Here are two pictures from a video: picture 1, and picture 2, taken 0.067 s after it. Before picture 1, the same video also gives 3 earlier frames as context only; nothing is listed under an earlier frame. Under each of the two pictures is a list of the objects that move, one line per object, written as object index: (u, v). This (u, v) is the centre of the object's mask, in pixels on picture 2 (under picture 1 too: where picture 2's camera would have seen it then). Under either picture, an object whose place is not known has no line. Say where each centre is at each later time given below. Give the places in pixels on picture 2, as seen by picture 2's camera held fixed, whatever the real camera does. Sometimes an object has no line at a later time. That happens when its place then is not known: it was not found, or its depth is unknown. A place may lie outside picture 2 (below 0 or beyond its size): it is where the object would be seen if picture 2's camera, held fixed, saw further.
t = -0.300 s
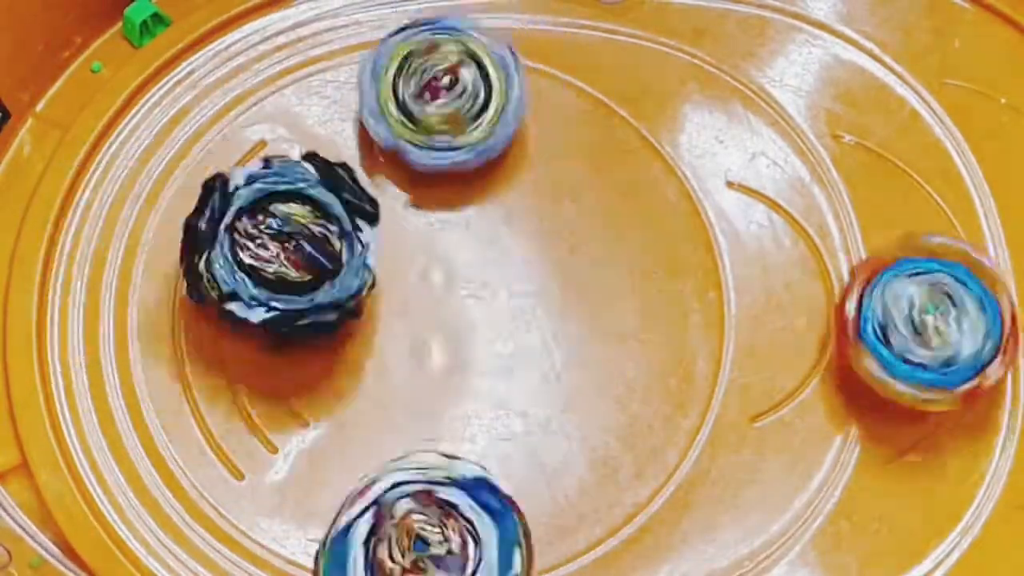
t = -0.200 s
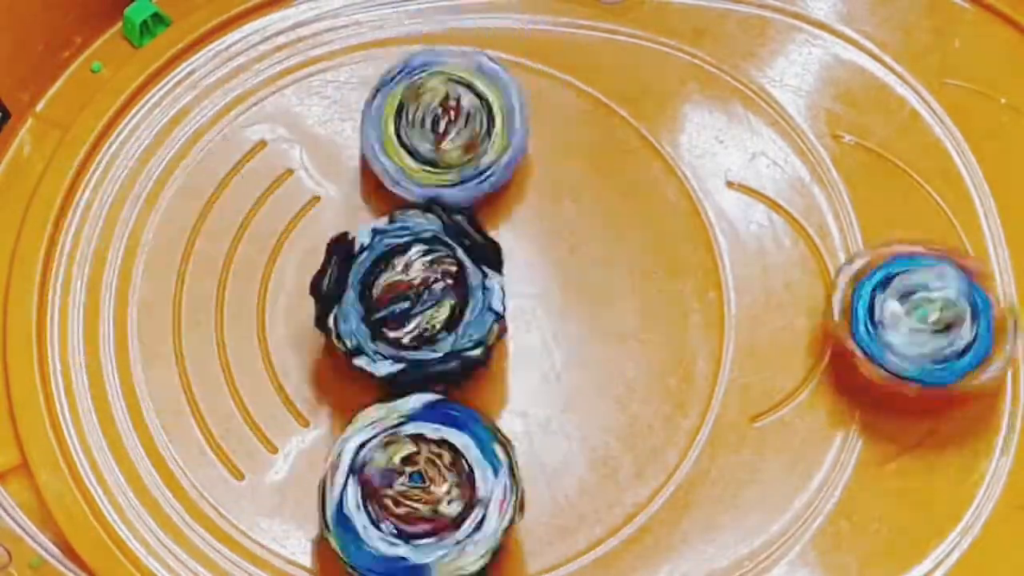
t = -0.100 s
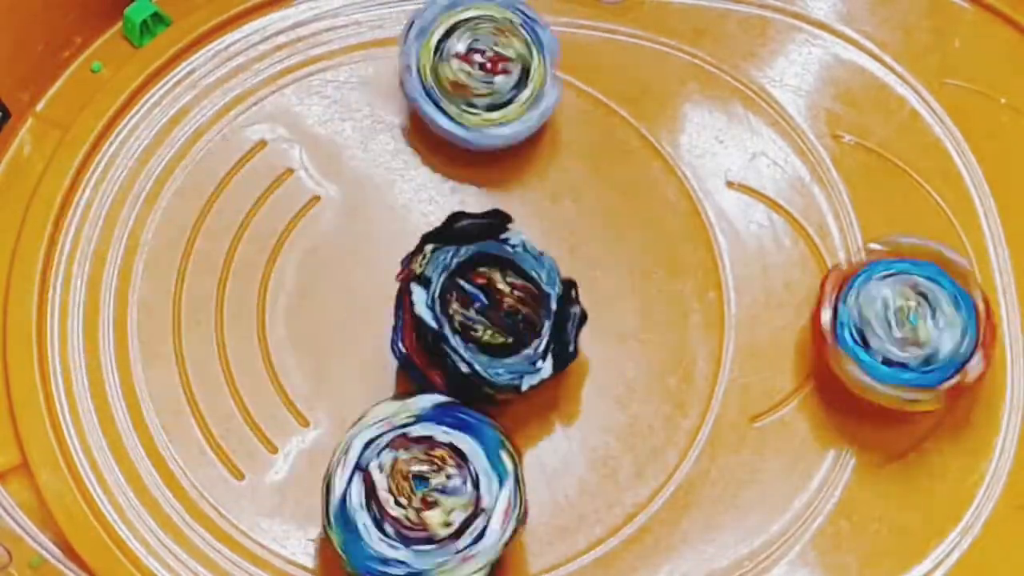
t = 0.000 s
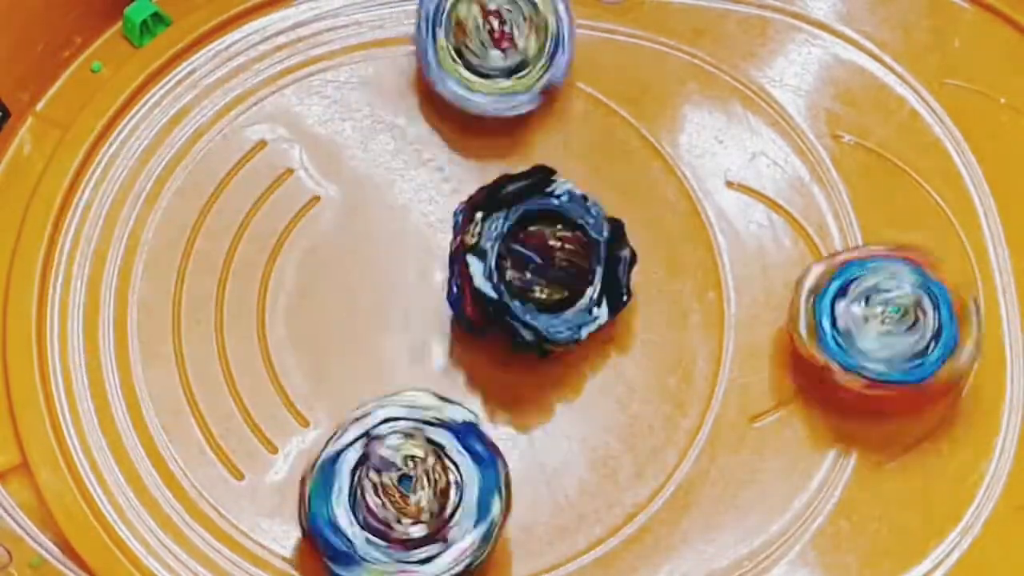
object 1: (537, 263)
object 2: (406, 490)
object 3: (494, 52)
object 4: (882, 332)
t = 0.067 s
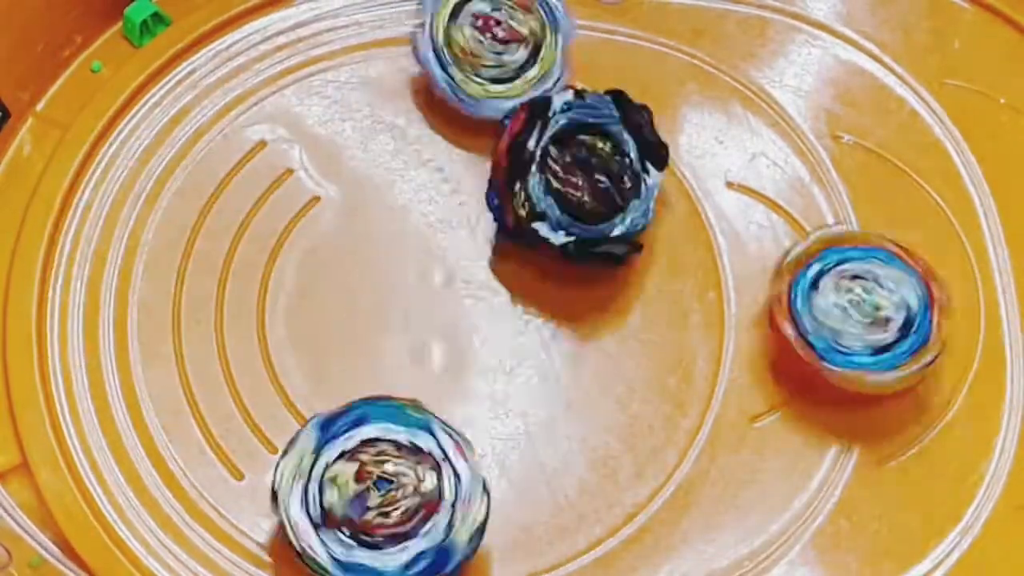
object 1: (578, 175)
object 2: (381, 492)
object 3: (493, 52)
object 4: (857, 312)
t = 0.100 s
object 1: (595, 197)
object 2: (373, 484)
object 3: (488, 30)
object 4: (844, 305)
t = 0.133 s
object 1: (606, 218)
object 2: (366, 467)
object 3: (485, 17)
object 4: (833, 306)
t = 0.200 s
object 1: (622, 233)
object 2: (365, 427)
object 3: (469, 21)
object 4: (807, 316)
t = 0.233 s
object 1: (621, 239)
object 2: (366, 408)
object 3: (459, 32)
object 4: (797, 319)
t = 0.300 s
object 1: (588, 247)
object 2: (374, 375)
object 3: (453, 57)
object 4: (781, 329)
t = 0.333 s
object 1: (567, 256)
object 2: (378, 360)
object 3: (454, 72)
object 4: (770, 330)
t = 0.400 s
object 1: (558, 258)
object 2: (357, 352)
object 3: (452, 122)
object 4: (753, 328)
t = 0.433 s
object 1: (562, 260)
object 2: (348, 348)
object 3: (447, 138)
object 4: (743, 334)
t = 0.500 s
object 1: (552, 284)
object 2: (343, 334)
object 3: (441, 155)
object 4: (737, 355)
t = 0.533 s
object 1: (541, 297)
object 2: (344, 325)
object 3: (444, 164)
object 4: (730, 358)
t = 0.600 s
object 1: (533, 312)
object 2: (328, 312)
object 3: (451, 167)
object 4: (726, 369)
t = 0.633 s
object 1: (522, 324)
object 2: (327, 304)
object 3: (450, 160)
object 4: (736, 377)
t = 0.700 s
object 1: (523, 334)
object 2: (299, 297)
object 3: (452, 164)
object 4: (736, 392)
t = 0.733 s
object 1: (520, 334)
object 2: (293, 292)
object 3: (455, 173)
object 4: (734, 398)
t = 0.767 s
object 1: (519, 337)
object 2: (291, 286)
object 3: (461, 183)
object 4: (729, 407)
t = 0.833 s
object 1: (511, 360)
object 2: (296, 278)
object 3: (469, 190)
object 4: (720, 422)
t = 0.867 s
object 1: (499, 367)
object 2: (300, 274)
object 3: (474, 195)
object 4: (716, 427)
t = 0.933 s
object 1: (478, 363)
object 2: (301, 267)
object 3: (487, 204)
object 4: (705, 441)
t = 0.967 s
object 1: (475, 361)
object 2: (291, 258)
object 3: (492, 207)
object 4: (699, 449)
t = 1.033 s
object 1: (463, 361)
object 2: (286, 249)
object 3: (510, 214)
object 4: (685, 460)
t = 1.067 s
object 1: (449, 371)
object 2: (288, 245)
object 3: (521, 209)
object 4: (679, 462)
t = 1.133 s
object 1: (442, 378)
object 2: (281, 236)
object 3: (536, 204)
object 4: (670, 455)
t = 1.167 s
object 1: (464, 385)
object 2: (263, 211)
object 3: (539, 206)
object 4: (664, 442)
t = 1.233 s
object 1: (478, 374)
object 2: (254, 185)
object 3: (545, 214)
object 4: (667, 417)
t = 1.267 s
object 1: (475, 366)
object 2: (264, 180)
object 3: (544, 222)
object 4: (669, 405)
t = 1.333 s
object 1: (462, 369)
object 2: (280, 178)
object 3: (547, 227)
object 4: (664, 379)
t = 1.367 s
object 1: (458, 371)
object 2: (289, 182)
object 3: (547, 233)
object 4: (658, 366)
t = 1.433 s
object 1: (448, 378)
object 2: (308, 193)
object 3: (534, 227)
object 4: (645, 361)
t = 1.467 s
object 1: (443, 379)
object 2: (316, 197)
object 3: (528, 225)
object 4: (640, 353)
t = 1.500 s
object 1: (439, 380)
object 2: (322, 203)
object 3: (512, 221)
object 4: (637, 354)
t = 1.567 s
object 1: (430, 380)
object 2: (287, 205)
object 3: (520, 223)
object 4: (628, 348)
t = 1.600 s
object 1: (426, 379)
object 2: (283, 211)
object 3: (512, 207)
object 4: (630, 359)
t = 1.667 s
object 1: (418, 379)
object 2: (290, 236)
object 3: (494, 193)
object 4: (626, 368)
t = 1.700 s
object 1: (452, 381)
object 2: (250, 233)
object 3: (481, 194)
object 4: (629, 365)
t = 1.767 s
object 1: (416, 365)
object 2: (192, 230)
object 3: (457, 199)
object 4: (705, 366)
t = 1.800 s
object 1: (378, 350)
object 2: (188, 229)
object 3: (449, 202)
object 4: (735, 359)
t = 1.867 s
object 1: (331, 350)
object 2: (182, 225)
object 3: (437, 213)
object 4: (767, 357)
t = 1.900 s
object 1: (340, 372)
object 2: (159, 212)
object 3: (427, 218)
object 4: (769, 356)
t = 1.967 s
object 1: (369, 391)
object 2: (138, 209)
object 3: (414, 226)
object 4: (757, 363)
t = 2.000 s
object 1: (383, 392)
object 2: (128, 212)
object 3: (407, 229)
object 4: (747, 370)
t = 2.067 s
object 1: (397, 384)
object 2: (136, 219)
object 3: (396, 238)
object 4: (727, 379)
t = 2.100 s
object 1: (396, 389)
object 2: (142, 224)
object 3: (394, 231)
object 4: (719, 384)
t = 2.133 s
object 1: (388, 401)
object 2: (146, 231)
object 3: (399, 207)
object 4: (708, 383)
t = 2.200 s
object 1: (386, 404)
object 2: (170, 240)
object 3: (403, 185)
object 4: (678, 366)
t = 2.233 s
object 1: (382, 401)
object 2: (182, 244)
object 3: (398, 181)
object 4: (661, 357)
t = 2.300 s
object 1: (376, 390)
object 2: (217, 252)
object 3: (391, 181)
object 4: (624, 339)
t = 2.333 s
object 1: (373, 384)
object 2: (223, 263)
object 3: (399, 179)
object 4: (606, 327)
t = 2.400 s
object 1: (391, 379)
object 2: (223, 274)
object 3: (424, 170)
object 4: (574, 321)
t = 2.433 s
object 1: (410, 378)
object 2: (221, 271)
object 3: (428, 168)
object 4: (567, 312)
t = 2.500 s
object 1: (412, 364)
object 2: (239, 270)
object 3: (429, 168)
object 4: (569, 297)
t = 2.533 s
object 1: (435, 357)
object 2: (235, 271)
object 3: (428, 169)
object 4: (565, 290)
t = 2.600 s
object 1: (453, 352)
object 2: (232, 271)
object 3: (427, 170)
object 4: (567, 286)
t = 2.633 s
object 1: (453, 352)
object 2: (231, 271)
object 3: (428, 170)
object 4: (568, 285)
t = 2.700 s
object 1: (453, 350)
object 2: (230, 271)
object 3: (428, 170)
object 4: (569, 284)
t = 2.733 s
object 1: (452, 349)
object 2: (231, 272)
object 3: (428, 170)
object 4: (570, 285)
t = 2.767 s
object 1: (452, 348)
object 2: (231, 272)
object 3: (428, 170)
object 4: (572, 286)
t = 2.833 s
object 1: (453, 347)
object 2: (231, 273)
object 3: (428, 171)
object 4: (571, 284)
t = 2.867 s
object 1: (453, 347)
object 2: (232, 273)
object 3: (428, 171)
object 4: (571, 286)
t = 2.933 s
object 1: (453, 346)
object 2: (231, 273)
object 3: (427, 171)
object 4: (571, 285)
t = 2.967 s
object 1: (453, 346)
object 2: (232, 273)
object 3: (427, 171)
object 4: (570, 285)
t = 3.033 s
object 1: (453, 344)
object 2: (232, 274)
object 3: (428, 170)
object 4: (569, 285)
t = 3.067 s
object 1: (453, 344)
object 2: (233, 275)
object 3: (428, 170)
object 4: (569, 285)
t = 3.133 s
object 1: (453, 342)
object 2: (233, 274)
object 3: (428, 171)
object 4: (572, 284)
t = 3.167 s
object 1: (453, 341)
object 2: (233, 275)
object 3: (429, 171)
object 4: (573, 283)
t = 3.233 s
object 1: (453, 341)
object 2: (234, 274)
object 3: (429, 171)
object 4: (575, 287)
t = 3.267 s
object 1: (453, 341)
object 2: (235, 274)
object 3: (429, 171)
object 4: (575, 289)
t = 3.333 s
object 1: (452, 340)
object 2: (235, 275)
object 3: (428, 172)
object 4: (574, 288)
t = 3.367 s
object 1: (453, 339)
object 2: (236, 275)
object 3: (428, 172)
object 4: (573, 289)
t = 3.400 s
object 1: (453, 338)
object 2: (237, 275)
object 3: (427, 172)
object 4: (573, 287)
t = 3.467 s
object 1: (452, 337)
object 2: (237, 275)
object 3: (426, 170)
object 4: (572, 285)
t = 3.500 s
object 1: (452, 336)
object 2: (237, 275)
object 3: (426, 170)
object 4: (573, 284)
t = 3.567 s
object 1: (452, 335)
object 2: (237, 276)
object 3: (426, 170)
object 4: (576, 284)
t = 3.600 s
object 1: (452, 334)
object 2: (238, 276)
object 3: (427, 170)
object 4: (576, 283)
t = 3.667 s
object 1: (451, 333)
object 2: (238, 276)
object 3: (427, 170)
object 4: (578, 285)
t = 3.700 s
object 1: (451, 332)
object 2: (239, 275)
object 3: (427, 171)
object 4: (578, 283)
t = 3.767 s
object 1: (452, 332)
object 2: (240, 275)
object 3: (427, 170)
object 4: (579, 288)
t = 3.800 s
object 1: (452, 331)
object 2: (240, 275)
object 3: (428, 170)
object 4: (578, 286)
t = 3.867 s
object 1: (452, 331)
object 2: (241, 275)
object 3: (426, 170)
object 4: (577, 287)
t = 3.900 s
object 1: (451, 331)
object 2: (242, 275)
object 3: (426, 170)
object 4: (576, 285)
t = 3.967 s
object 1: (448, 330)
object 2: (242, 275)
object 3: (427, 169)
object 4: (577, 285)
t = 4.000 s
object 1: (446, 330)
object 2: (243, 275)
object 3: (427, 169)
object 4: (578, 285)
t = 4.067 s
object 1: (443, 328)
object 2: (243, 274)
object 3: (427, 169)
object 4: (585, 284)
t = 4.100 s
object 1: (440, 328)
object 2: (243, 274)
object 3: (428, 168)
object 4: (585, 285)
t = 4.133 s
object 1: (439, 328)
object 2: (243, 274)
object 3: (428, 169)
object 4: (587, 286)
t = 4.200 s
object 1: (435, 328)
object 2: (240, 274)
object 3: (428, 171)
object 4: (591, 286)
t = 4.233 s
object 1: (434, 327)
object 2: (240, 273)
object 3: (429, 171)
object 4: (593, 286)
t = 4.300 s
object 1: (432, 327)
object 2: (238, 273)
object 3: (428, 171)
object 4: (599, 285)
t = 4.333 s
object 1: (431, 326)
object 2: (237, 274)
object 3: (427, 171)
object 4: (601, 285)
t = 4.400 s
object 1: (429, 326)
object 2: (235, 274)
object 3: (426, 170)
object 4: (606, 284)
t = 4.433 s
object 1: (428, 325)
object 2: (234, 274)
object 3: (426, 170)
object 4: (608, 284)
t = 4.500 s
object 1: (426, 324)
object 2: (232, 274)
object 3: (427, 170)
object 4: (613, 281)
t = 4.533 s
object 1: (426, 323)
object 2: (231, 274)
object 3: (427, 169)
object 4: (616, 280)
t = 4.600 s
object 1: (424, 323)
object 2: (229, 274)
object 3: (428, 168)
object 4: (621, 284)
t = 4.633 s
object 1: (423, 323)
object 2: (228, 275)
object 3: (428, 169)
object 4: (624, 279)
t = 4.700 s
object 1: (421, 323)
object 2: (226, 275)
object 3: (428, 169)
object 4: (629, 278)
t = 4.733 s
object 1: (420, 323)
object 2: (226, 276)
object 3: (429, 169)
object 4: (631, 277)
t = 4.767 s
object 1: (419, 323)
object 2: (225, 276)
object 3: (429, 169)
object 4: (633, 276)
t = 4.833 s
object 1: (417, 323)
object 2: (223, 276)
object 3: (430, 169)
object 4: (639, 276)
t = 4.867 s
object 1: (415, 323)
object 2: (222, 276)
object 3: (430, 169)
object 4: (642, 275)
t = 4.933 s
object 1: (412, 323)
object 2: (220, 277)
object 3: (430, 167)
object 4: (647, 274)
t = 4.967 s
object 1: (411, 322)
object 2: (219, 277)
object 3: (431, 167)
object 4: (650, 273)
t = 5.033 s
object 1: (408, 323)
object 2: (218, 276)
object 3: (432, 166)
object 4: (655, 272)
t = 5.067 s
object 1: (406, 323)
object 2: (217, 277)
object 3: (432, 166)
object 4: (657, 271)
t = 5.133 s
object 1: (404, 323)
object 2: (215, 277)
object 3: (434, 166)
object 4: (661, 270)
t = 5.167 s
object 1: (403, 323)
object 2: (214, 277)
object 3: (435, 167)
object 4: (663, 270)
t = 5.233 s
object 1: (401, 323)
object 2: (213, 277)
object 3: (435, 167)
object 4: (667, 267)
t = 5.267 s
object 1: (399, 323)
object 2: (212, 276)
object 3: (435, 168)
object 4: (668, 267)
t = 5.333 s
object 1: (397, 324)
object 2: (210, 276)
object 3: (436, 167)
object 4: (673, 266)
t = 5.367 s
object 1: (396, 324)
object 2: (210, 277)
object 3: (436, 167)
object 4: (674, 266)
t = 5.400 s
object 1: (395, 324)
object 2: (209, 277)
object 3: (436, 166)
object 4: (677, 265)
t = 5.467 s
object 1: (392, 324)
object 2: (207, 277)
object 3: (437, 165)
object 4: (679, 264)
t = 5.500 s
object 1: (391, 324)
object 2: (206, 276)
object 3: (438, 165)
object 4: (680, 263)
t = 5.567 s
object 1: (389, 324)
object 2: (204, 277)
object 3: (438, 165)
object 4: (685, 261)
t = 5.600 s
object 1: (388, 325)
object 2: (203, 277)
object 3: (439, 165)
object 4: (687, 259)
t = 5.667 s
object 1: (387, 324)
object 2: (201, 277)
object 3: (440, 166)
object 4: (693, 258)
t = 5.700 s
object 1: (386, 324)
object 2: (200, 278)
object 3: (441, 165)
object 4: (695, 257)
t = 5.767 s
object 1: (385, 324)
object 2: (198, 279)
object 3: (441, 165)
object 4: (700, 255)
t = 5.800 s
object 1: (384, 324)
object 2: (197, 279)
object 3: (441, 165)
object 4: (704, 255)
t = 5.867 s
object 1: (383, 324)
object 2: (195, 278)
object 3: (442, 165)
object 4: (709, 253)
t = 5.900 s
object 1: (382, 324)
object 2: (193, 279)
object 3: (441, 165)
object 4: (712, 252)
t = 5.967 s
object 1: (381, 324)
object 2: (192, 279)
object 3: (441, 164)
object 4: (717, 251)
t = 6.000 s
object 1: (380, 324)
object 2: (191, 279)
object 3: (441, 163)
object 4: (720, 251)
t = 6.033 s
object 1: (379, 324)
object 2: (190, 279)
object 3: (442, 164)
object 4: (722, 252)
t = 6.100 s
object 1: (378, 324)
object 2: (189, 279)
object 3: (444, 162)
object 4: (727, 252)
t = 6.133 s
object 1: (378, 324)
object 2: (188, 279)
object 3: (444, 162)
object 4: (729, 253)
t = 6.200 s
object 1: (378, 324)
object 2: (186, 279)
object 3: (444, 162)
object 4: (732, 251)
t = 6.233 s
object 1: (377, 326)
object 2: (186, 279)
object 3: (445, 162)
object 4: (734, 251)
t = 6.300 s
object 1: (376, 325)
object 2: (184, 279)
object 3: (445, 162)
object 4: (739, 252)
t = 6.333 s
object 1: (376, 325)
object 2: (184, 279)
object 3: (446, 161)
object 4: (741, 252)
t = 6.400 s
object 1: (374, 325)
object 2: (183, 279)
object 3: (446, 162)
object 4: (745, 252)
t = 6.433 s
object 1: (374, 326)
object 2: (183, 279)
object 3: (446, 161)
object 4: (746, 253)
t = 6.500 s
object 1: (372, 326)
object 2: (181, 279)
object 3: (446, 161)
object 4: (750, 253)
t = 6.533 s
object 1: (372, 326)
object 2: (180, 279)
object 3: (446, 160)
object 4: (751, 251)
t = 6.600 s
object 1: (371, 325)
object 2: (179, 279)
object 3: (447, 160)
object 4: (754, 251)
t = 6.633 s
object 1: (370, 326)
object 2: (178, 279)
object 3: (447, 159)
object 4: (756, 251)
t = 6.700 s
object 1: (370, 326)
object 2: (177, 279)
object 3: (448, 159)
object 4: (760, 246)
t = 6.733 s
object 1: (369, 326)
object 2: (176, 279)
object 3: (448, 159)
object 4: (760, 246)
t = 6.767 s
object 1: (369, 326)
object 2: (175, 280)
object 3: (449, 159)
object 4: (762, 245)
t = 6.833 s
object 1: (368, 327)
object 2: (175, 280)
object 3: (449, 160)
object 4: (764, 244)
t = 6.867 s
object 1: (367, 327)
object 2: (174, 280)
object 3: (449, 160)
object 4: (765, 242)
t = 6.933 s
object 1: (366, 327)
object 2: (173, 280)
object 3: (449, 160)
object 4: (767, 240)
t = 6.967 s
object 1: (366, 327)
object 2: (173, 279)
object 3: (449, 160)
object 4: (771, 240)
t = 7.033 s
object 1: (365, 327)
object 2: (172, 279)
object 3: (449, 159)
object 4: (776, 238)
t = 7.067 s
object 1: (365, 327)
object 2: (172, 279)
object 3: (449, 158)
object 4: (778, 238)
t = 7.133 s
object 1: (364, 327)
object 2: (171, 279)
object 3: (450, 158)
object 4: (783, 237)
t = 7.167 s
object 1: (364, 328)
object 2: (171, 279)
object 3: (450, 158)
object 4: (786, 238)
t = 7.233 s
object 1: (363, 328)
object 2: (170, 280)
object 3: (451, 157)
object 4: (790, 238)
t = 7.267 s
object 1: (363, 328)
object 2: (170, 280)
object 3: (452, 159)
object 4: (794, 238)
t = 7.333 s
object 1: (363, 329)
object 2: (169, 280)
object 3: (452, 159)
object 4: (799, 239)
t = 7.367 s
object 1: (363, 329)
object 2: (169, 281)
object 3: (452, 159)
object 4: (801, 240)
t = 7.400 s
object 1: (362, 329)
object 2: (168, 281)
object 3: (453, 159)
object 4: (803, 240)
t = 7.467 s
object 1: (362, 329)
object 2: (168, 281)
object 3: (453, 159)
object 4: (807, 242)
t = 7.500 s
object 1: (362, 329)
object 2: (168, 281)
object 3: (453, 159)
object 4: (808, 243)
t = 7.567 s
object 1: (362, 330)
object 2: (168, 281)
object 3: (453, 159)
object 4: (814, 242)
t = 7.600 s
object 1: (362, 330)
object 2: (168, 281)
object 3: (453, 160)
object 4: (815, 242)
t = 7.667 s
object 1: (362, 331)
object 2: (168, 281)
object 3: (453, 159)
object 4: (821, 242)
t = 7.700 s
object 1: (362, 331)
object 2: (167, 281)
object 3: (454, 159)
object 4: (823, 242)
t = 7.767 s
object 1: (362, 332)
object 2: (166, 281)
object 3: (454, 159)
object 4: (827, 245)
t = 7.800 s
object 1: (362, 332)
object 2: (166, 281)
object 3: (454, 160)
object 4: (828, 245)
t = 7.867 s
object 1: (363, 333)
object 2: (166, 282)
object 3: (455, 160)
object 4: (832, 246)
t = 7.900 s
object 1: (363, 333)
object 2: (165, 282)
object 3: (455, 160)
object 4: (833, 247)
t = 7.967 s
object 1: (363, 333)
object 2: (164, 281)
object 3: (455, 160)
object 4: (835, 247)
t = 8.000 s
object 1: (364, 334)
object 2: (164, 281)
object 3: (455, 160)
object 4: (837, 249)
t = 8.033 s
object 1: (364, 334)
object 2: (164, 281)
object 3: (455, 160)
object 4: (839, 250)
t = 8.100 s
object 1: (364, 335)
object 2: (163, 281)
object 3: (455, 159)
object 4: (841, 251)
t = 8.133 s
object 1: (364, 335)
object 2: (163, 281)
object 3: (455, 160)
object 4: (841, 248)
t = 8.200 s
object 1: (365, 336)
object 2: (163, 281)
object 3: (456, 159)
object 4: (845, 249)
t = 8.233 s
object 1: (365, 336)
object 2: (162, 281)
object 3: (456, 160)
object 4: (846, 249)
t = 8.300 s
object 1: (365, 337)
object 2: (162, 281)
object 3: (457, 160)
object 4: (848, 249)
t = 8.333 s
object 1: (365, 337)
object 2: (162, 281)
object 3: (457, 161)
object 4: (851, 249)
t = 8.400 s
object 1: (366, 338)
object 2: (162, 281)
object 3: (457, 161)
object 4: (853, 249)
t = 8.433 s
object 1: (366, 338)
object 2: (161, 281)
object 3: (457, 161)
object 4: (854, 250)
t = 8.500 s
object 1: (367, 338)
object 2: (161, 282)
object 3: (458, 161)
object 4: (856, 249)
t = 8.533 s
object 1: (368, 338)
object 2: (161, 282)
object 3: (458, 161)
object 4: (857, 250)
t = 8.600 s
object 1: (369, 338)
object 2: (161, 282)
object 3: (458, 161)
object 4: (860, 248)
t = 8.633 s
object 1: (369, 338)
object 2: (160, 282)
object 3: (458, 162)
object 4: (862, 248)
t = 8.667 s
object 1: (370, 338)
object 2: (160, 282)
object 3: (458, 161)
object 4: (862, 247)
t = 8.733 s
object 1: (371, 338)
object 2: (160, 283)
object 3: (458, 161)
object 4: (865, 245)
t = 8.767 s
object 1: (371, 338)
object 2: (160, 282)
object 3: (458, 161)
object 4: (866, 246)
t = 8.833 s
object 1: (377, 337)
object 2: (159, 283)
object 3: (459, 161)
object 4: (893, 246)
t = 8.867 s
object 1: (386, 339)
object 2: (164, 285)
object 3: (461, 165)
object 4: (925, 245)
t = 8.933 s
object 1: (392, 341)
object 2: (173, 278)
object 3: (462, 177)
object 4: (960, 231)
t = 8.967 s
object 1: (392, 341)
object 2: (178, 273)
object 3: (463, 183)
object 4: (972, 219)
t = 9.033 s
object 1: (390, 344)
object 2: (196, 269)
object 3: (475, 182)
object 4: (973, 212)
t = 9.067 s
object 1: (390, 343)
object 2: (206, 271)
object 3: (478, 184)
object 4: (970, 206)
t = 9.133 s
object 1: (403, 346)
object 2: (226, 266)
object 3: (484, 189)
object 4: (949, 192)
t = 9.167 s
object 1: (407, 345)
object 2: (230, 262)
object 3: (489, 191)
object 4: (938, 190)
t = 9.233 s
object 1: (407, 346)
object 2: (241, 257)
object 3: (494, 196)
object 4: (893, 173)
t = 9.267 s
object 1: (409, 349)
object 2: (249, 249)
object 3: (500, 197)
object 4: (873, 178)
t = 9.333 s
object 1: (414, 353)
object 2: (266, 227)
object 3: (511, 199)
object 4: (822, 177)
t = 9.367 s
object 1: (414, 353)
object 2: (269, 222)
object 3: (514, 200)
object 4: (788, 187)
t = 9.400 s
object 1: (414, 353)
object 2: (277, 216)
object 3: (517, 203)
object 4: (770, 182)
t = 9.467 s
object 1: (414, 353)
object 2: (281, 211)
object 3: (520, 212)
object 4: (707, 198)
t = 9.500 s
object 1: (414, 353)
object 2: (283, 206)
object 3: (516, 215)
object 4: (683, 203)
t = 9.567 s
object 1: (408, 359)
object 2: (281, 201)
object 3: (451, 172)
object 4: (710, 276)
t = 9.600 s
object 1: (408, 358)
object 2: (234, 197)
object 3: (470, 167)
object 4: (697, 306)
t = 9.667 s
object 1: (410, 356)
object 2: (170, 182)
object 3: (492, 167)
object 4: (661, 343)
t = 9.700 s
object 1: (409, 356)
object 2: (147, 175)
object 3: (492, 170)
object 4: (639, 361)
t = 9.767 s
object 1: (400, 352)
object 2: (112, 164)
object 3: (490, 184)
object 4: (569, 389)
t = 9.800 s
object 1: (384, 339)
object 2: (103, 166)
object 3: (489, 188)
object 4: (563, 402)
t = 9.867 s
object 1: (362, 327)
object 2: (111, 174)
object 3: (488, 200)
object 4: (568, 432)
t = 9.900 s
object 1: (359, 326)
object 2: (119, 175)
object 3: (492, 204)
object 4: (573, 444)
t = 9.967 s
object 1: (358, 328)
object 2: (135, 186)
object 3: (493, 211)
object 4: (568, 439)
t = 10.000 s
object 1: (350, 331)
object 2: (146, 194)
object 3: (500, 213)
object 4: (555, 425)
